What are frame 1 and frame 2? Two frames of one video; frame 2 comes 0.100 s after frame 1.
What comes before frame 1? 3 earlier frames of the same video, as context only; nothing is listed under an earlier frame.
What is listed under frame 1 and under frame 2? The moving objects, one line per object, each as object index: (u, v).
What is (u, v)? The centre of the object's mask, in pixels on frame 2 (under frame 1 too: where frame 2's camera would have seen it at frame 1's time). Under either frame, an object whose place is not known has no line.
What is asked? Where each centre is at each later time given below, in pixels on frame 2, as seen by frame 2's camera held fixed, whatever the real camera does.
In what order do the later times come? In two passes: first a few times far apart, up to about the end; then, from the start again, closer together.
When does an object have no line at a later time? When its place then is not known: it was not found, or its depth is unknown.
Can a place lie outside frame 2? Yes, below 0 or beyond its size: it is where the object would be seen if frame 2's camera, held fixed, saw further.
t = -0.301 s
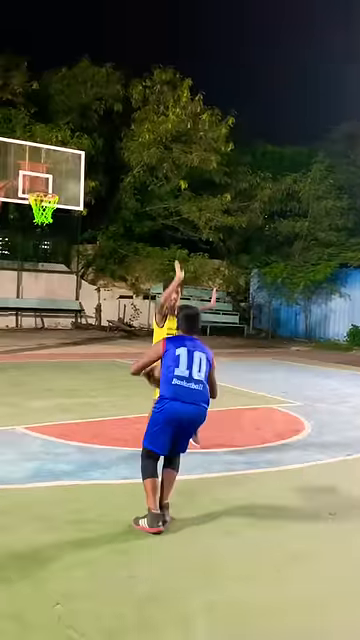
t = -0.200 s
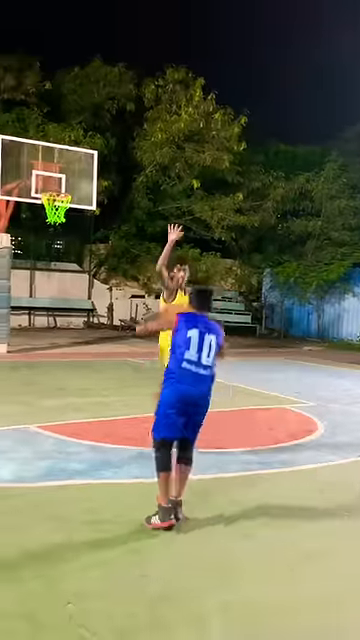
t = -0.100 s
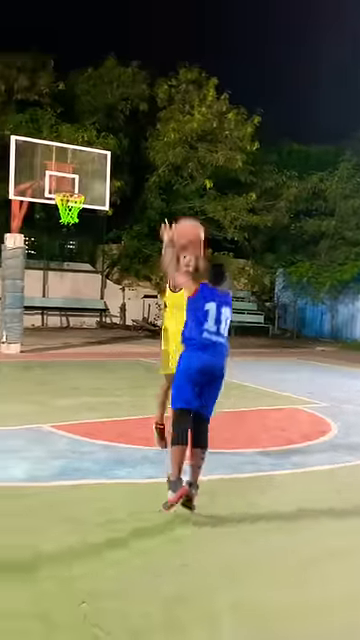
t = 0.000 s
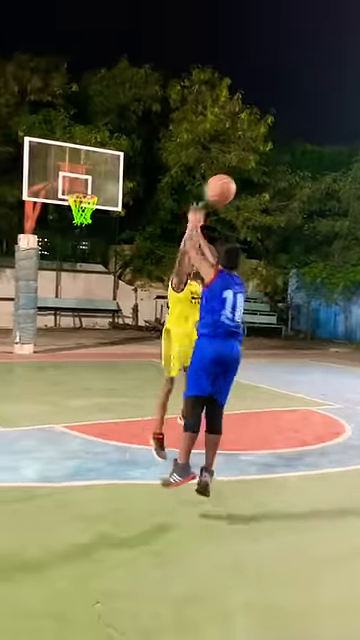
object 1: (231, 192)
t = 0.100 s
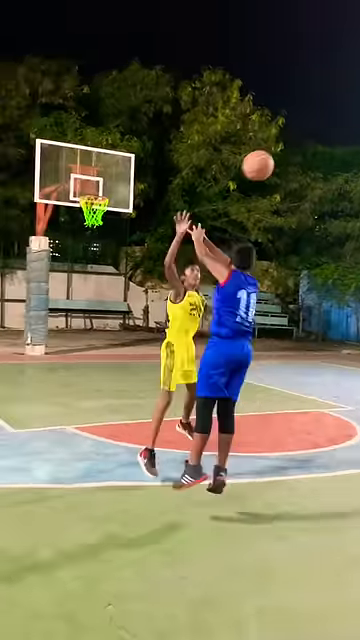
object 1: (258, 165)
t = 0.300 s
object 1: (306, 152)
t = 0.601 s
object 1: (362, 216)
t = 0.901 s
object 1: (408, 365)
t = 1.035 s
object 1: (424, 451)
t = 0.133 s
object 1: (266, 160)
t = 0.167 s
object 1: (274, 155)
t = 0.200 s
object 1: (283, 152)
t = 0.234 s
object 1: (290, 151)
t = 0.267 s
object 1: (298, 151)
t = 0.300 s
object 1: (306, 152)
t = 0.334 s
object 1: (313, 154)
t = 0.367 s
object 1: (320, 158)
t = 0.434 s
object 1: (333, 169)
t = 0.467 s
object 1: (339, 175)
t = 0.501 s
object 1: (346, 182)
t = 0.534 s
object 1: (352, 190)
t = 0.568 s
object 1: (357, 202)
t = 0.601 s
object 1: (362, 216)
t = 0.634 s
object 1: (371, 226)
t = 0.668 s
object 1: (378, 240)
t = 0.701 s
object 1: (383, 257)
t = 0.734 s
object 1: (388, 271)
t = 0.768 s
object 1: (389, 290)
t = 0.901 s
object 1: (408, 365)
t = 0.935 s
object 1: (411, 387)
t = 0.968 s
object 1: (417, 408)
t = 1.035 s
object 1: (424, 451)
